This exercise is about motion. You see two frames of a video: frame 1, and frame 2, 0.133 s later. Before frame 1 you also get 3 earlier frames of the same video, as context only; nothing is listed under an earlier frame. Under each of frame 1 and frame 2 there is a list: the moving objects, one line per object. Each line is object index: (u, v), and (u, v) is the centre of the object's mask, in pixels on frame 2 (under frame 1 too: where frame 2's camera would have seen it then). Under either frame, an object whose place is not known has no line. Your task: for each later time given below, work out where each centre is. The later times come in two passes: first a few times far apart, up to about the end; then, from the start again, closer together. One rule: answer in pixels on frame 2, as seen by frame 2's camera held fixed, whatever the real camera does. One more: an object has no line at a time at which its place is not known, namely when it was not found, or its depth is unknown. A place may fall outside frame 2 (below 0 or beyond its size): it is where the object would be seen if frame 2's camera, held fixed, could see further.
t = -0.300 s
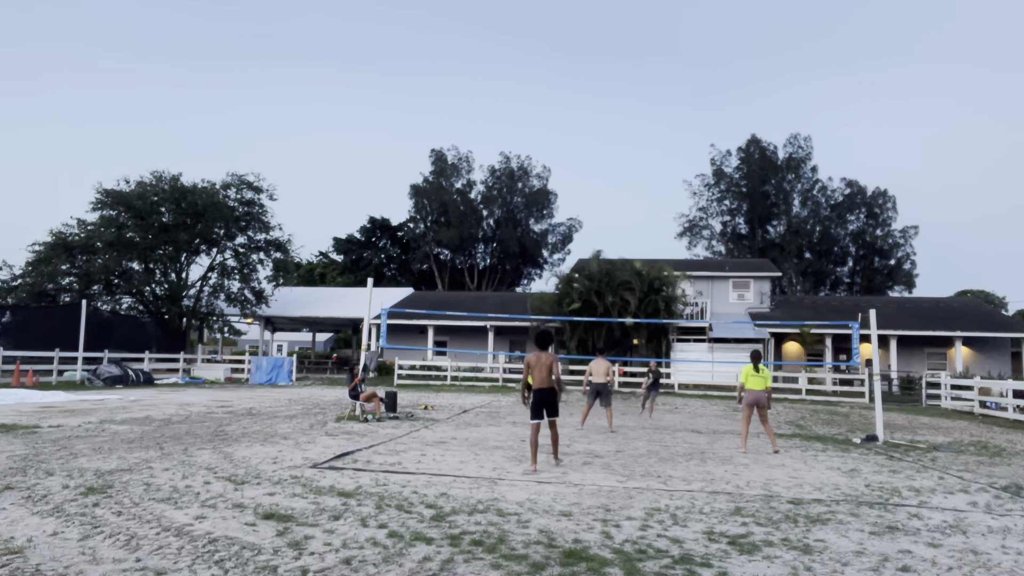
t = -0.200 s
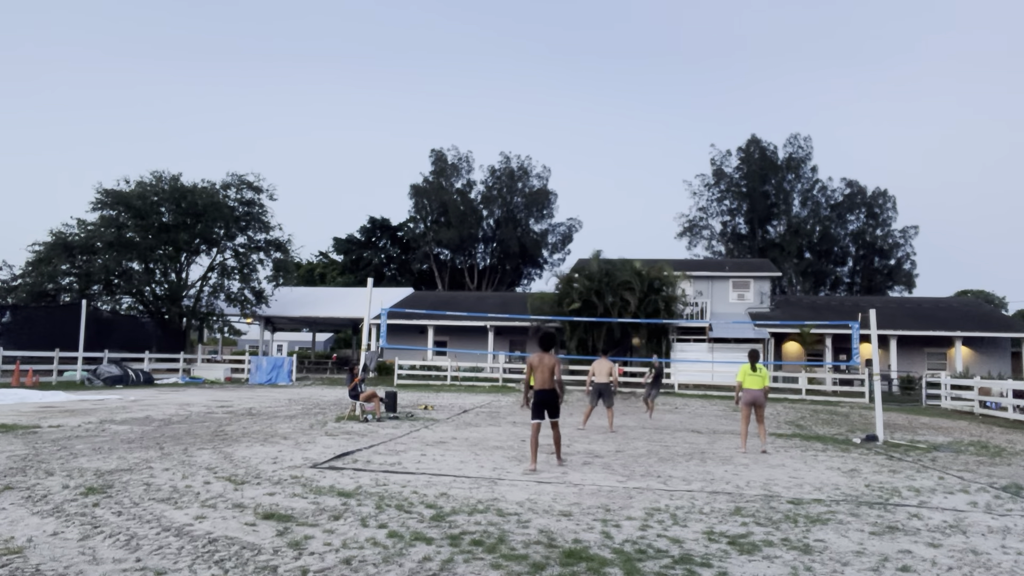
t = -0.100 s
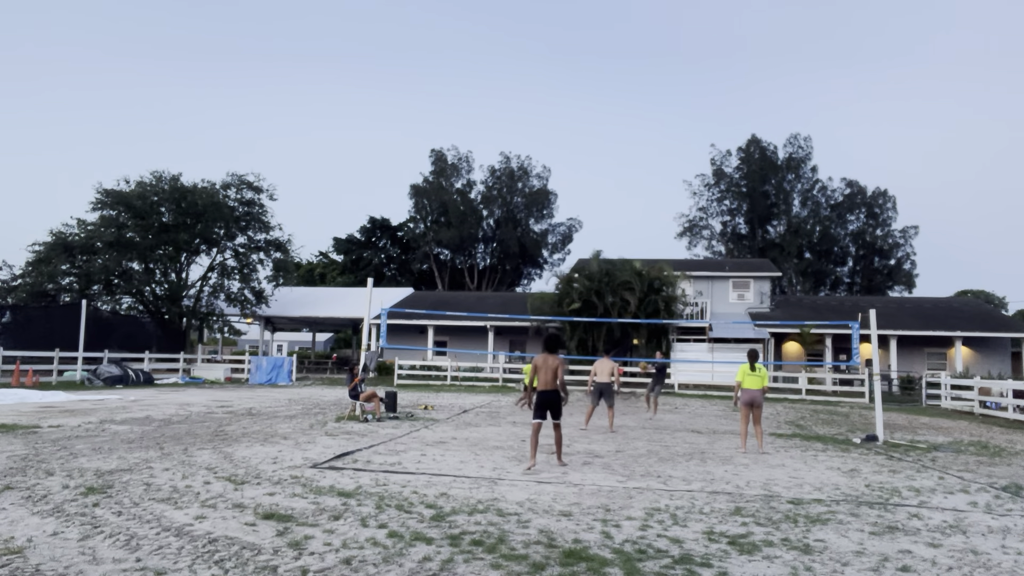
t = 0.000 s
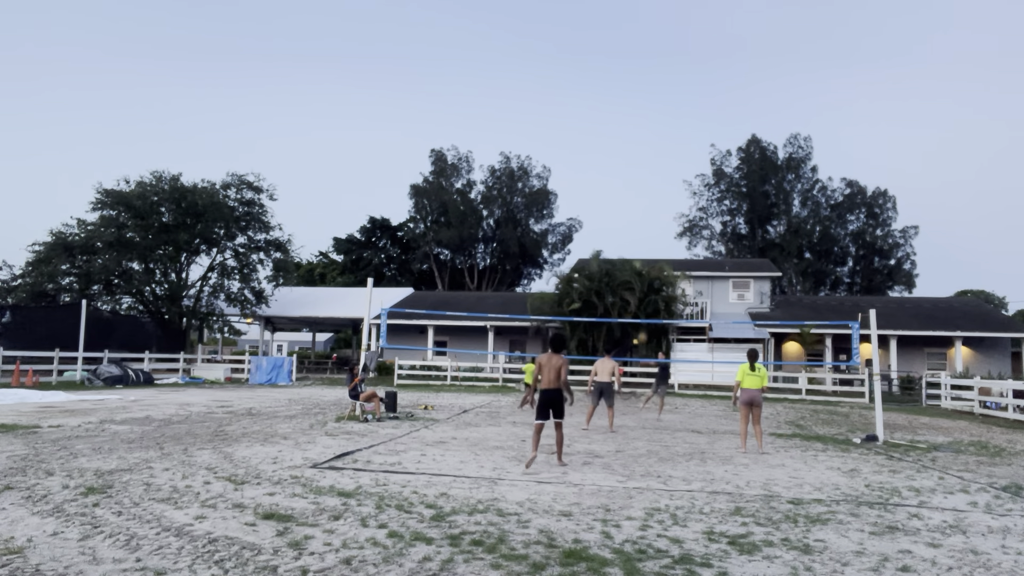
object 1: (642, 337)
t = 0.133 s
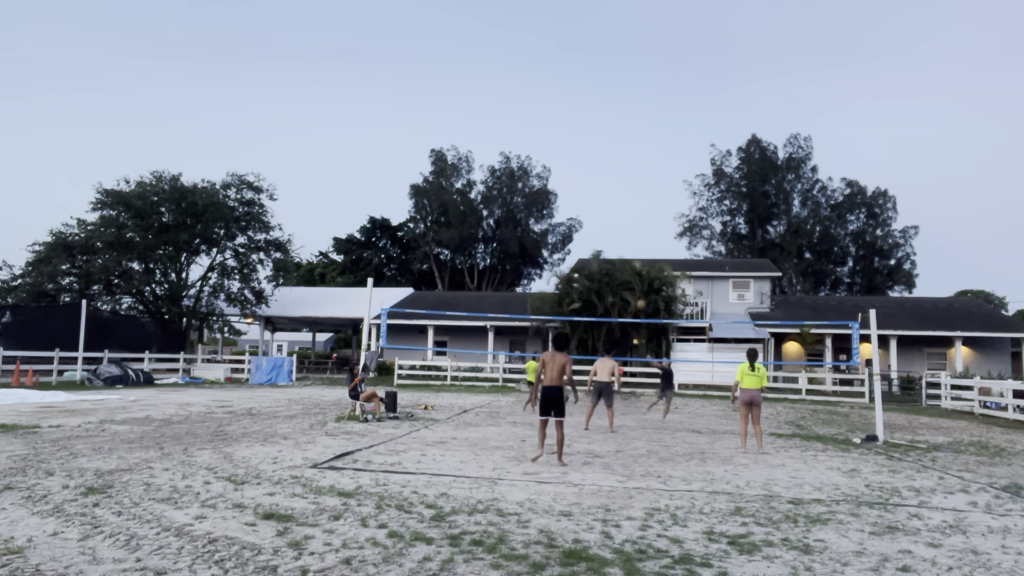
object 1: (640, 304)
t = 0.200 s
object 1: (641, 290)
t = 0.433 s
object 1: (638, 252)
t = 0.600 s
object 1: (635, 239)
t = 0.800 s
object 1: (632, 239)
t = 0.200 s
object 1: (641, 290)
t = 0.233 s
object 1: (640, 282)
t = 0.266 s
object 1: (640, 276)
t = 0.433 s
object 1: (638, 252)
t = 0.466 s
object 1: (638, 249)
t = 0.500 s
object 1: (637, 246)
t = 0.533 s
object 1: (637, 243)
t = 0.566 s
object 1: (636, 241)
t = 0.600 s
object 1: (635, 239)
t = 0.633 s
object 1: (635, 238)
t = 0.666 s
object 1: (635, 237)
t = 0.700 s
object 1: (634, 237)
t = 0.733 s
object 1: (634, 237)
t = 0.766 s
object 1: (633, 238)
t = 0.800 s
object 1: (632, 239)
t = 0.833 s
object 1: (632, 241)
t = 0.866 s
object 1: (631, 243)
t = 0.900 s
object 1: (631, 246)
